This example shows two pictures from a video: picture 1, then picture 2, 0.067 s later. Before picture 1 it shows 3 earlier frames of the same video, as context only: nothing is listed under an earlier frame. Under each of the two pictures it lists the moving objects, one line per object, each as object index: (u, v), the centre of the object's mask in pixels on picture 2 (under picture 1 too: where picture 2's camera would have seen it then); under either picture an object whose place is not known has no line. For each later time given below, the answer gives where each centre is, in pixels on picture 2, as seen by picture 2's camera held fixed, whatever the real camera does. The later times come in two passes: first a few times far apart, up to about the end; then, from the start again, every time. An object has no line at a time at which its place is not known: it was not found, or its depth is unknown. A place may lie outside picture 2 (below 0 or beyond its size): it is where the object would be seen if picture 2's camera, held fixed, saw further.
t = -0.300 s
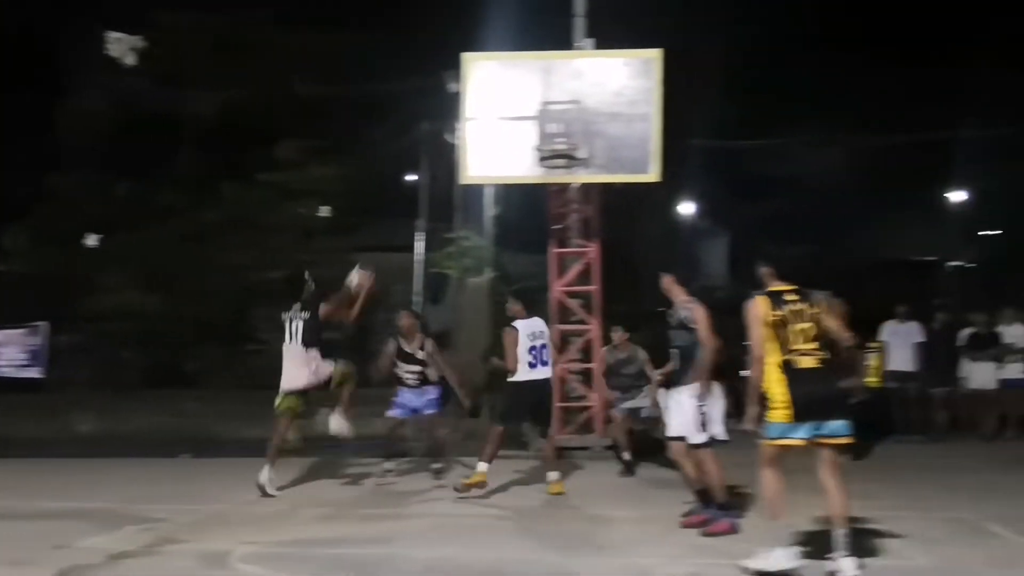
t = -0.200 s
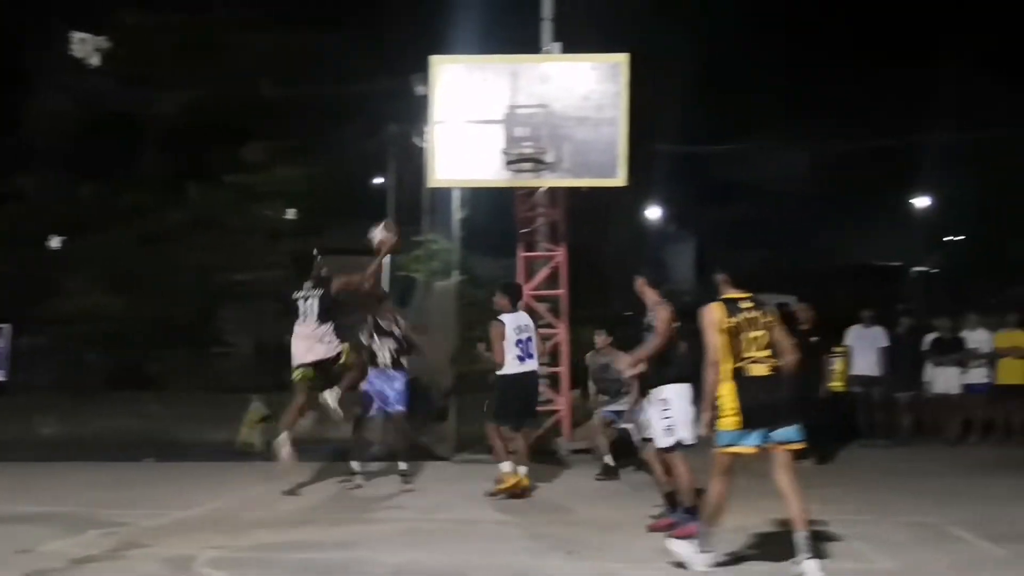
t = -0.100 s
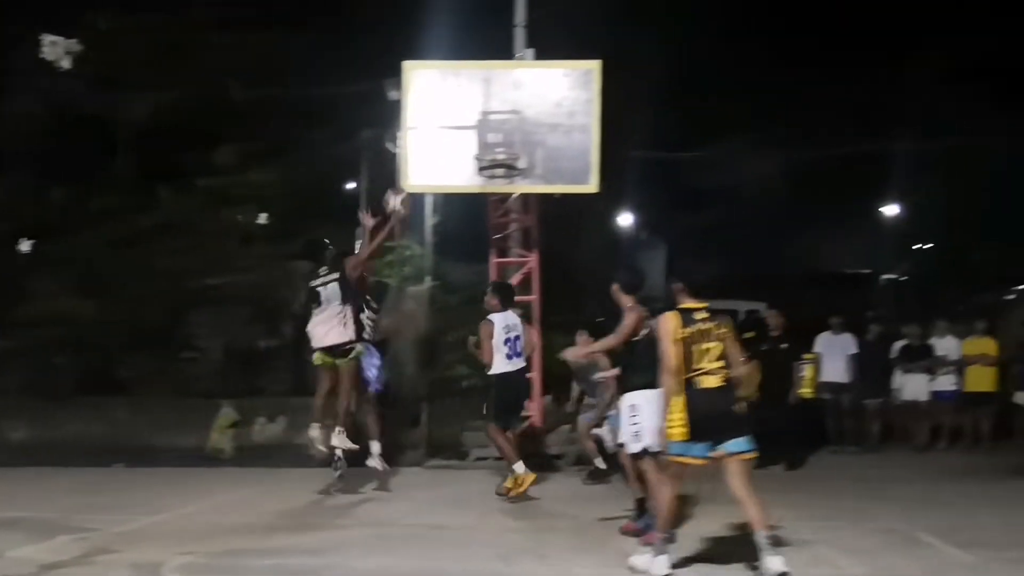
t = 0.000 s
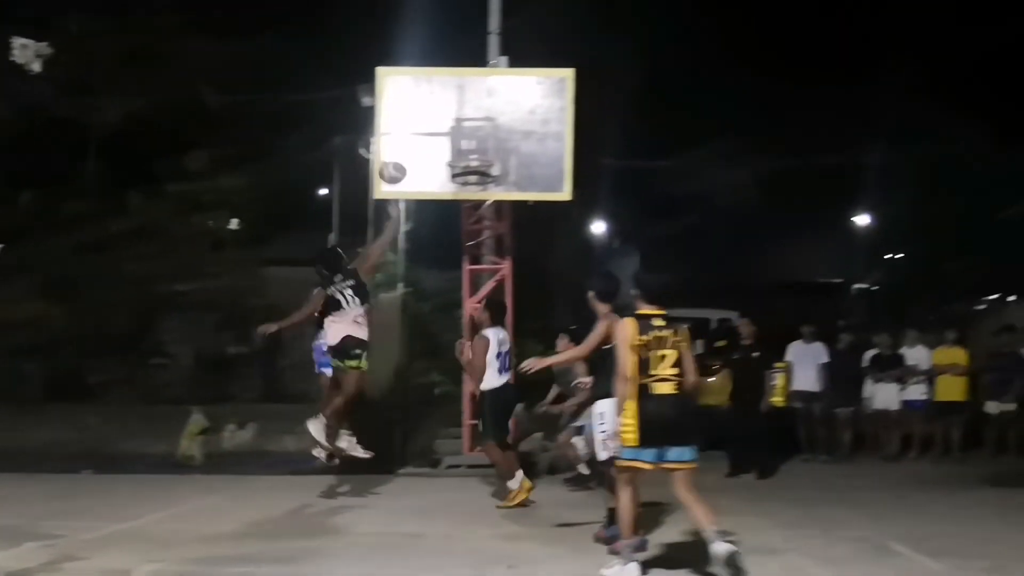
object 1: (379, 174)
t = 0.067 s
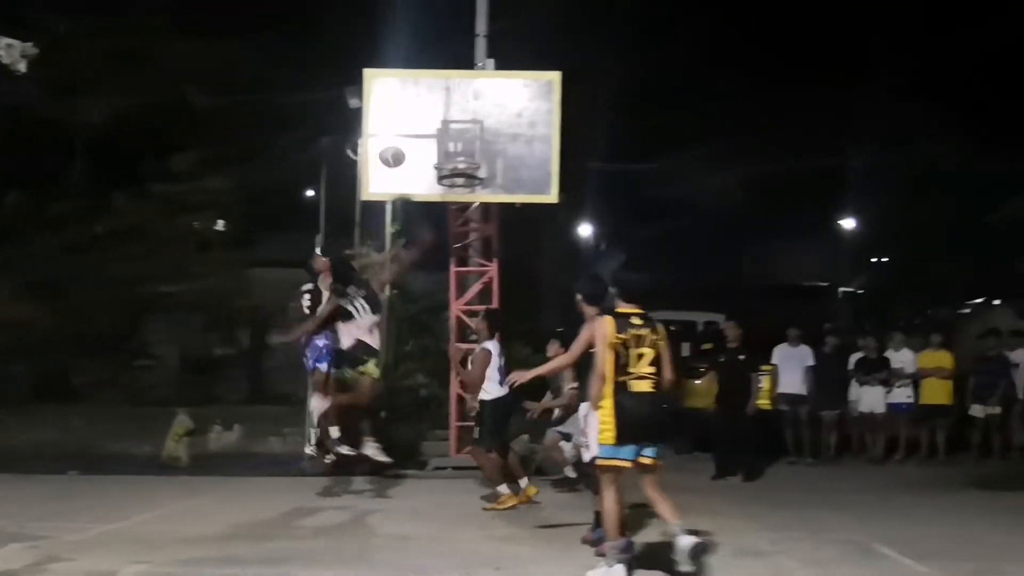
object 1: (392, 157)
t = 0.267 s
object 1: (427, 134)
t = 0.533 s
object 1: (467, 148)
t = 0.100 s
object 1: (398, 149)
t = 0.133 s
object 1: (404, 144)
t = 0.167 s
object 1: (410, 139)
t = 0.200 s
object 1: (416, 136)
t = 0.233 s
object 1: (421, 134)
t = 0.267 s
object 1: (427, 134)
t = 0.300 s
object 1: (433, 134)
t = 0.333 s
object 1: (438, 136)
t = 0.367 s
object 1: (443, 138)
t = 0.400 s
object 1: (448, 142)
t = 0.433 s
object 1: (454, 150)
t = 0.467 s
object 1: (459, 153)
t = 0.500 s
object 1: (464, 151)
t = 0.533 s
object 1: (467, 148)
